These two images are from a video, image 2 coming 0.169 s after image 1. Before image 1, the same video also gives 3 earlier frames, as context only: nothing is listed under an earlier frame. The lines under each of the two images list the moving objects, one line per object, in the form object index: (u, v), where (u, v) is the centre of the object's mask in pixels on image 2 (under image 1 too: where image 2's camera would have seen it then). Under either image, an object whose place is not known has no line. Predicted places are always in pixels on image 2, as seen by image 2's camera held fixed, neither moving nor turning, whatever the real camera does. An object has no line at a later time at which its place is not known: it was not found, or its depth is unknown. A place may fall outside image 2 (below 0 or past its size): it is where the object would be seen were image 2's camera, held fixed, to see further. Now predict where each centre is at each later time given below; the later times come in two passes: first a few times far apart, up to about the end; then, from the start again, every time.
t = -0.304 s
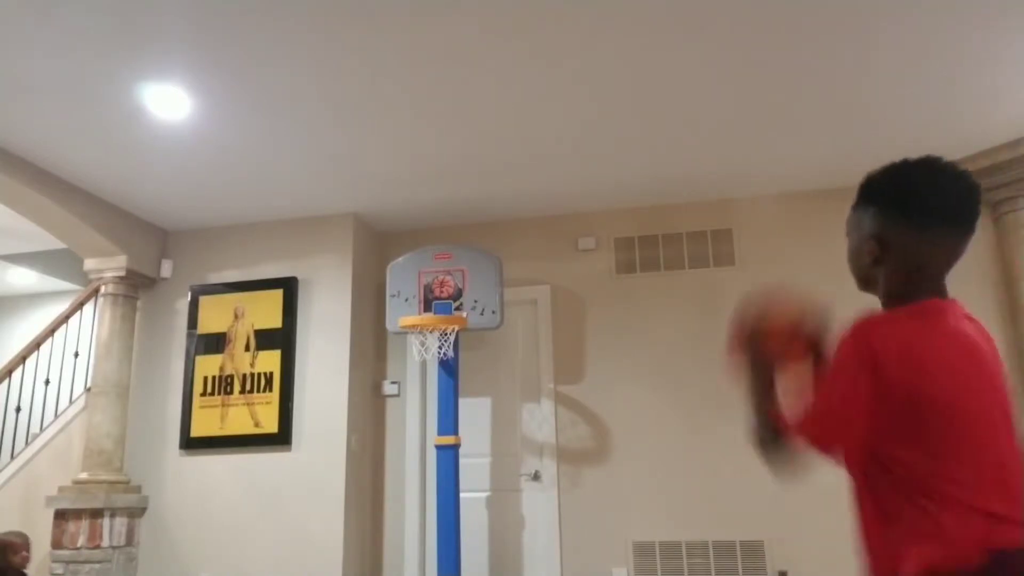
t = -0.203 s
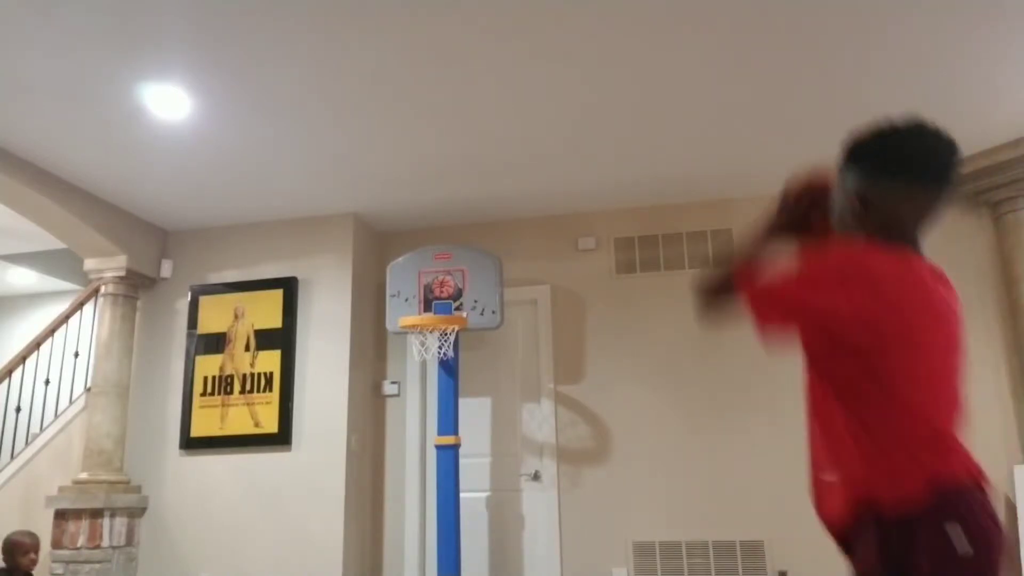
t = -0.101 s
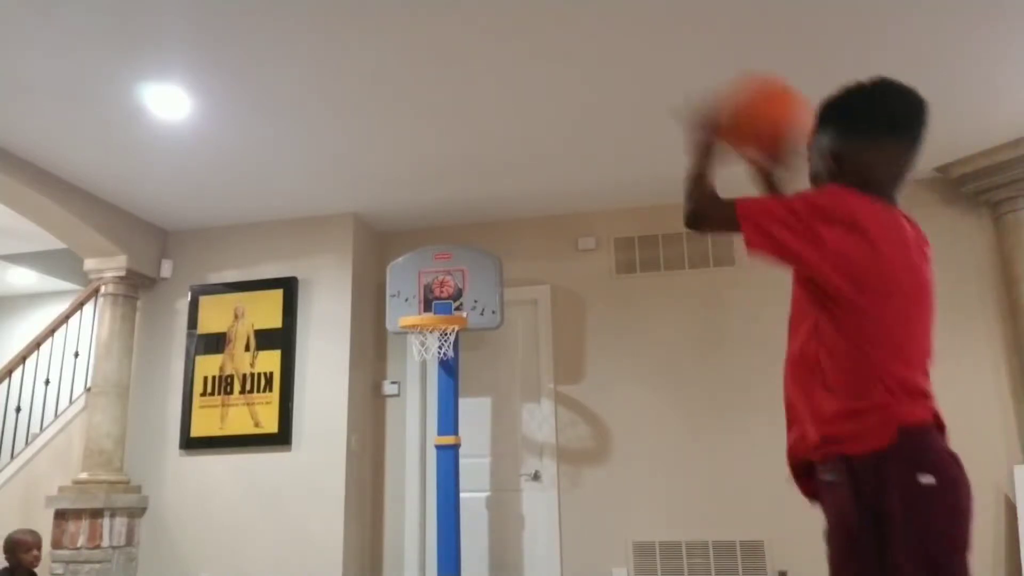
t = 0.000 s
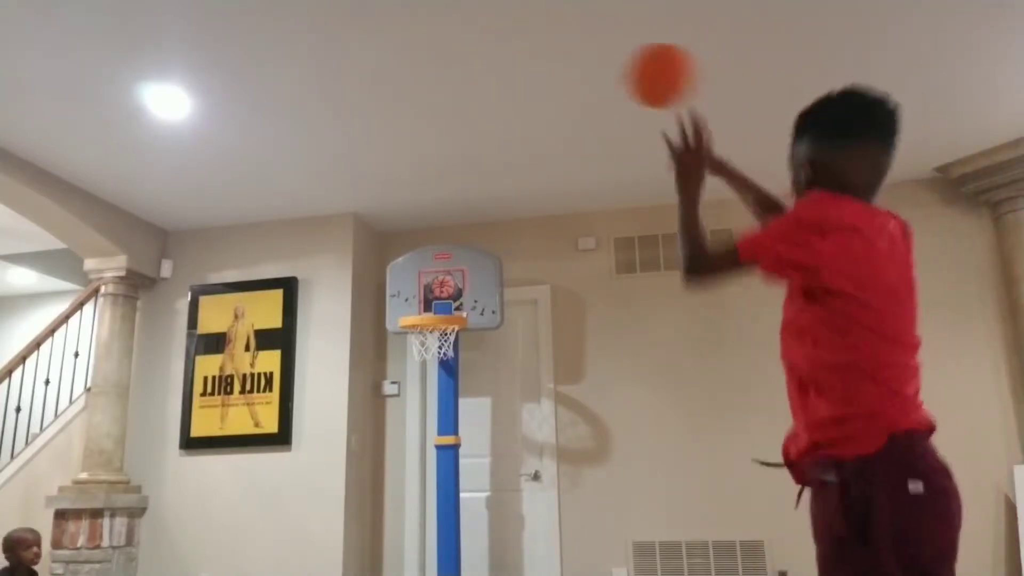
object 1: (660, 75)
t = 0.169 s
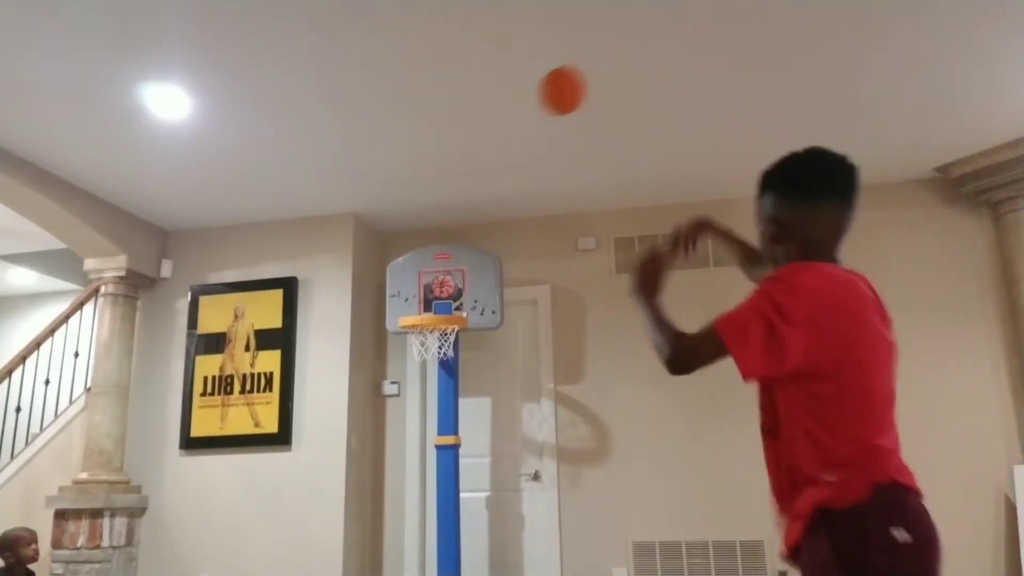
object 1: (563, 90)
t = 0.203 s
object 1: (549, 100)
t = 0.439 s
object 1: (486, 206)
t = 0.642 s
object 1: (446, 303)
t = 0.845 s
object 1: (391, 296)
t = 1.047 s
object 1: (341, 338)
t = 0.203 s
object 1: (549, 100)
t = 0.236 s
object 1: (538, 112)
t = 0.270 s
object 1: (527, 125)
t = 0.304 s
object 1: (518, 139)
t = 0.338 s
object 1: (508, 154)
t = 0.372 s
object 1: (501, 170)
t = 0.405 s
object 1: (493, 188)
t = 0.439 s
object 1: (486, 206)
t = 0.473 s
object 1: (478, 226)
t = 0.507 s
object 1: (471, 246)
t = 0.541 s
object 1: (466, 265)
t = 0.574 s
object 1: (460, 286)
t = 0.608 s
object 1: (455, 306)
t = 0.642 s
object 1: (446, 303)
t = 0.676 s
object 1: (437, 300)
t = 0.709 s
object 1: (427, 297)
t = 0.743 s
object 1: (417, 297)
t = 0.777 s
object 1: (409, 297)
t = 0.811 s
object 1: (400, 295)
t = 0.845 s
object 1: (391, 296)
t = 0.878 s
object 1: (382, 298)
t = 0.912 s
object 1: (374, 303)
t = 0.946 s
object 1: (366, 308)
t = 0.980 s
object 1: (358, 316)
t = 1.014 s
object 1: (350, 326)
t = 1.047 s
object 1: (341, 338)
